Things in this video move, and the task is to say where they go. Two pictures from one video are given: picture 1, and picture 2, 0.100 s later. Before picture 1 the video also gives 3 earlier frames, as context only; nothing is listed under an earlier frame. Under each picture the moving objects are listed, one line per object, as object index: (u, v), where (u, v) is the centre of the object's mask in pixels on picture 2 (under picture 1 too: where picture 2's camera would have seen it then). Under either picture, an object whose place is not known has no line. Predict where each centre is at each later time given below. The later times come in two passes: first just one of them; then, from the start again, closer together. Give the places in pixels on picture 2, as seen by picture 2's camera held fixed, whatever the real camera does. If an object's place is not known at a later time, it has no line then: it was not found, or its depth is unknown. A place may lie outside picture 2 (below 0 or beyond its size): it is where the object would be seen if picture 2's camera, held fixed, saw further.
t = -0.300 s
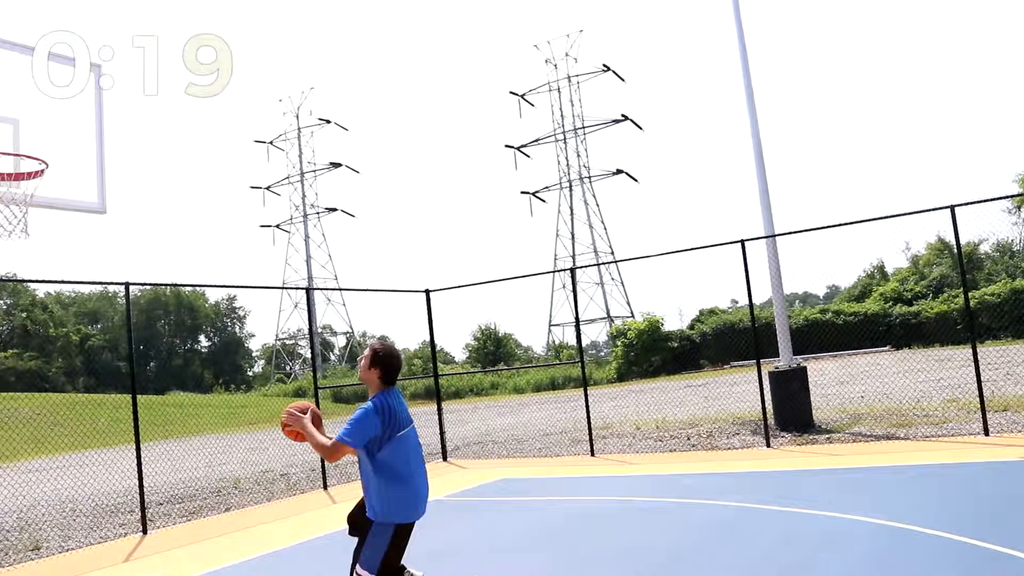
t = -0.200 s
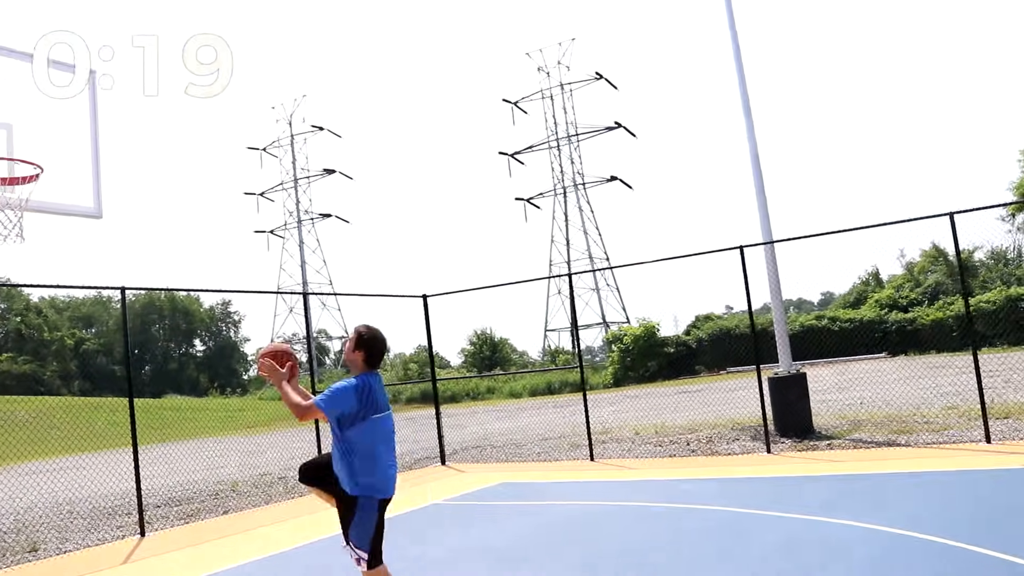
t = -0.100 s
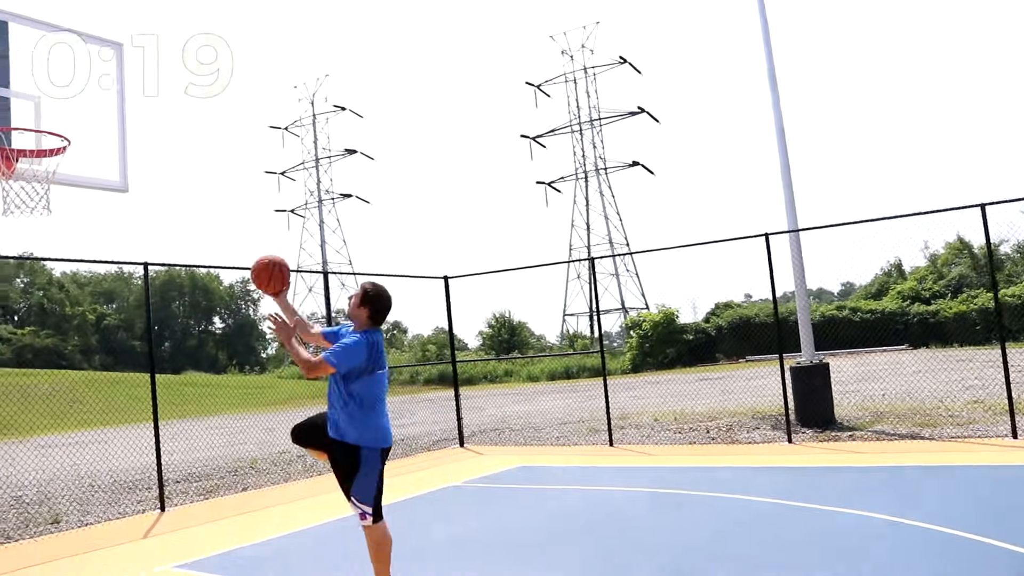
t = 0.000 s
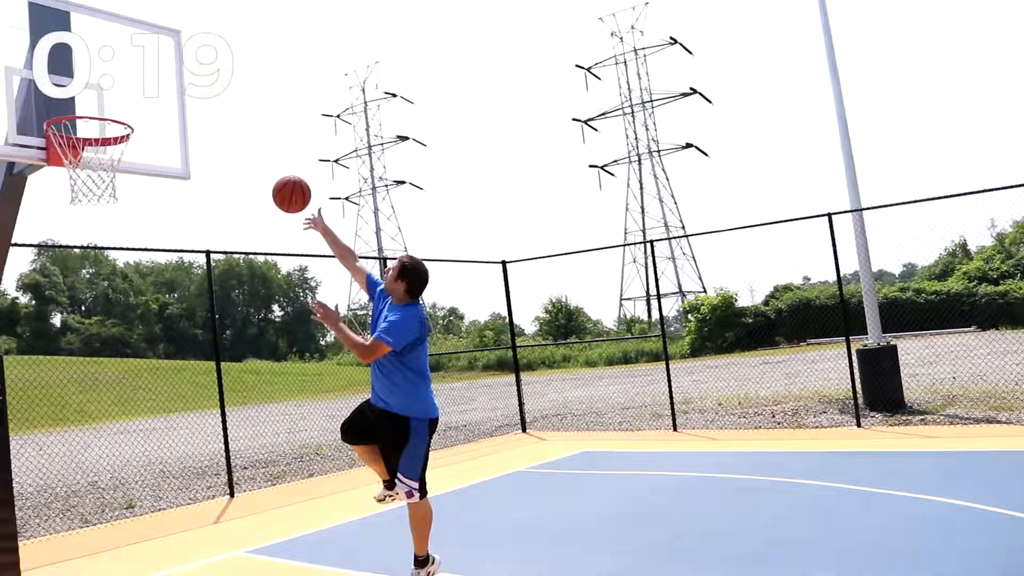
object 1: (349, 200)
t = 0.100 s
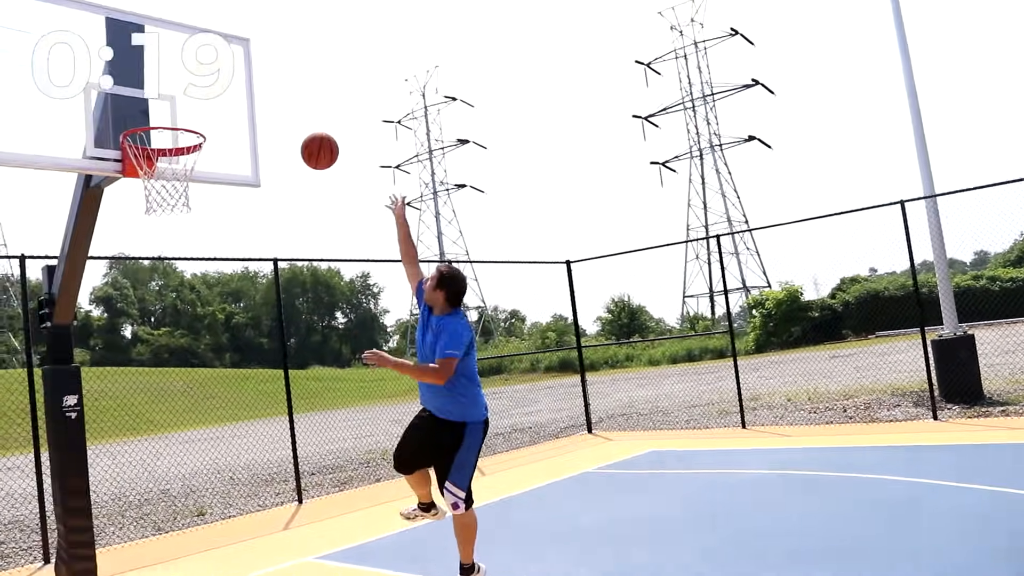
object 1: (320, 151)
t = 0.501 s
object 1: (207, 109)
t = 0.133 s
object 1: (308, 139)
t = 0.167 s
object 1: (294, 129)
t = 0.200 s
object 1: (279, 120)
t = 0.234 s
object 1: (267, 115)
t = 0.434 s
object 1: (209, 111)
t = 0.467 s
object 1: (207, 109)
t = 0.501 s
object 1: (207, 109)
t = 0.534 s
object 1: (207, 112)
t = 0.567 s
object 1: (206, 118)
